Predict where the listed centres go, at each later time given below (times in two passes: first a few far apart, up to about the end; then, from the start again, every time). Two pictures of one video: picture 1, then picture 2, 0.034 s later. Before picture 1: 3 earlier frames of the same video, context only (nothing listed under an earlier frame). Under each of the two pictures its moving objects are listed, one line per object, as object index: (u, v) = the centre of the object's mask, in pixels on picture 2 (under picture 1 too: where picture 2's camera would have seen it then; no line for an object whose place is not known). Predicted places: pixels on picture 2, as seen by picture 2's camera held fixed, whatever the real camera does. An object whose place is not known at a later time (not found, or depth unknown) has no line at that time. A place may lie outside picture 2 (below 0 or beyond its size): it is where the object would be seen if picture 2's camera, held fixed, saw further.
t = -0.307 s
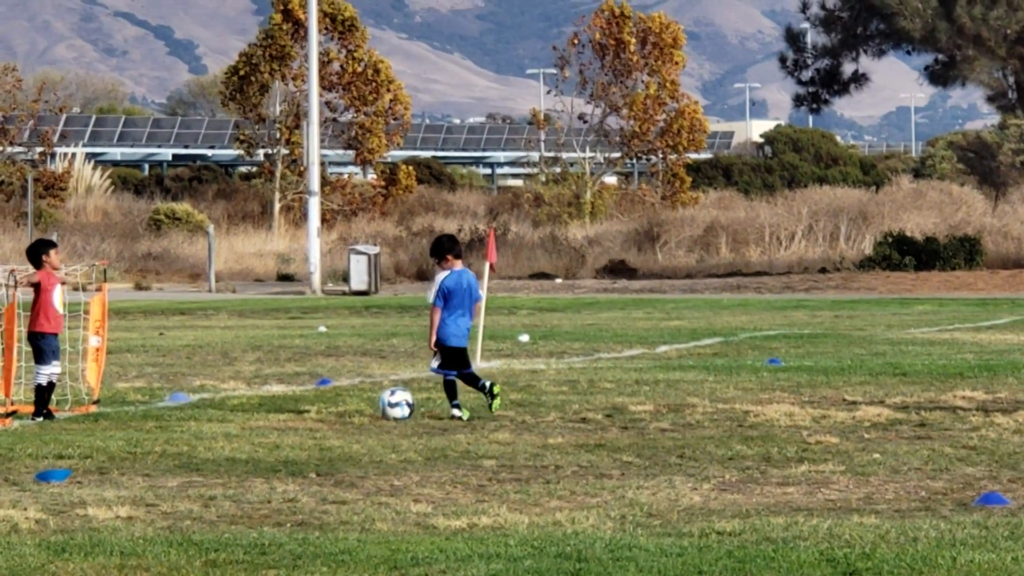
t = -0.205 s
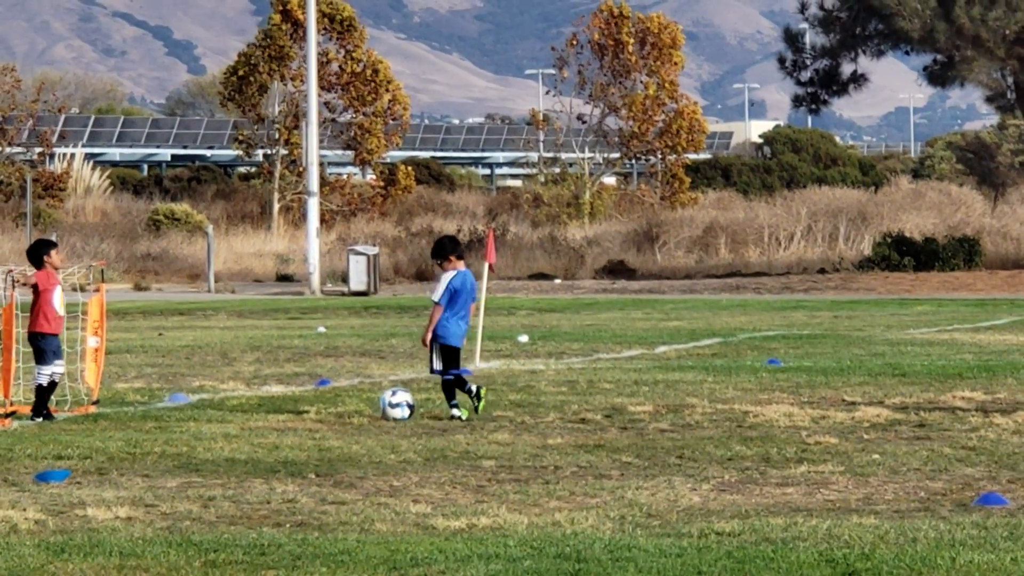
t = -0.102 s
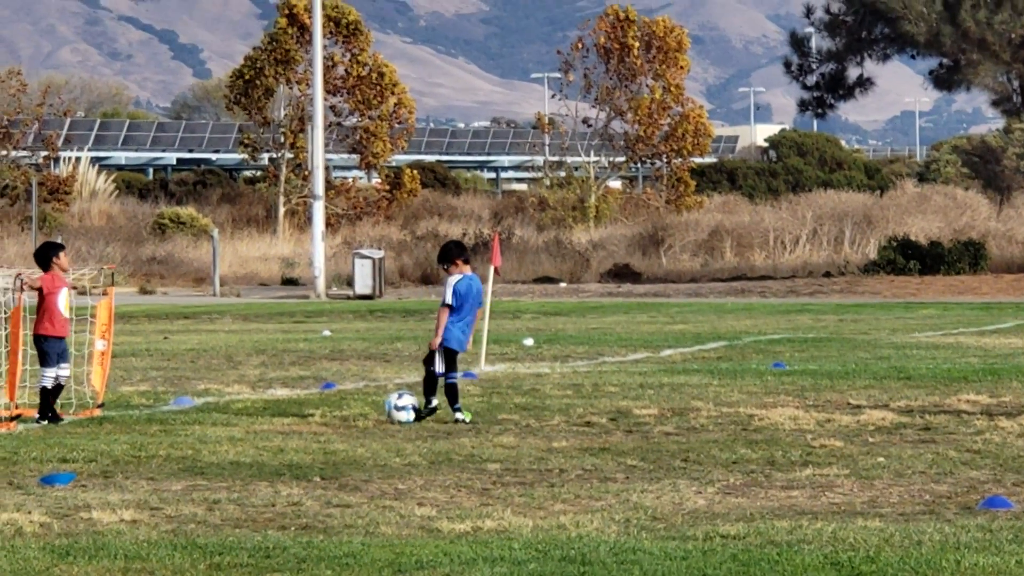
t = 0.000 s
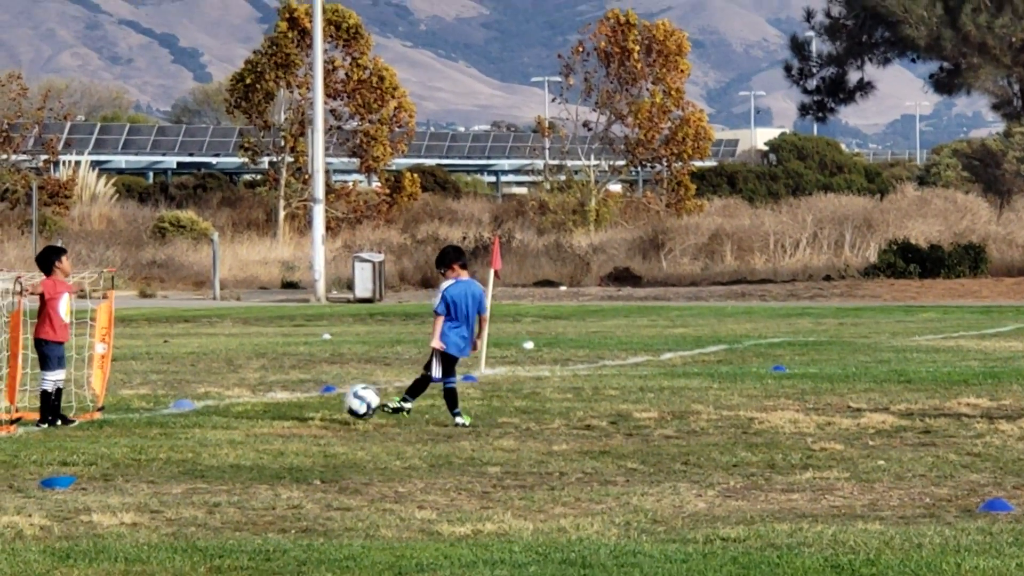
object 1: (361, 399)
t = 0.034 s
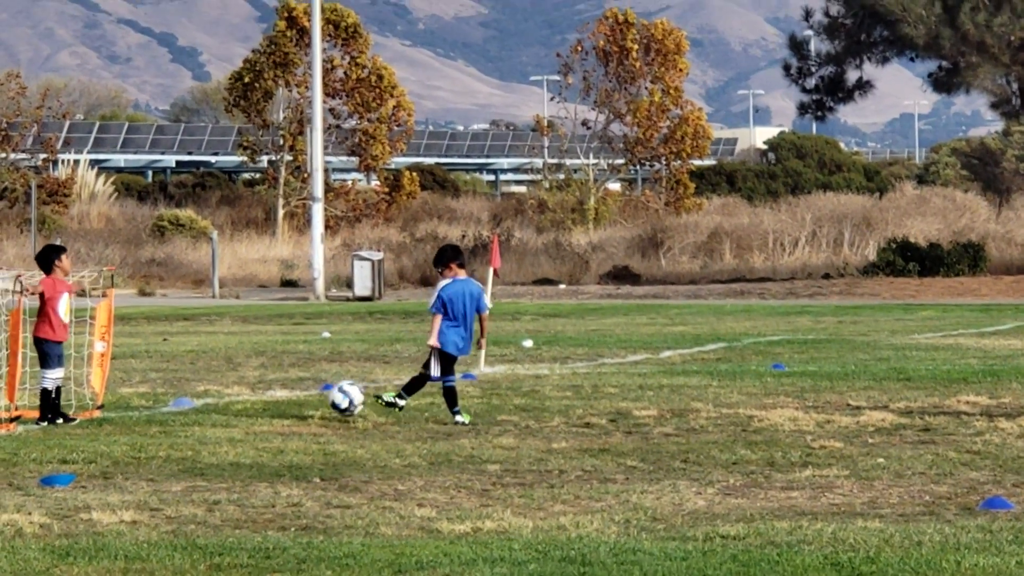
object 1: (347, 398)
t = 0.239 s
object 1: (270, 405)
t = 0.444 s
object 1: (228, 408)
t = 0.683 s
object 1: (190, 407)
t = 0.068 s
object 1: (332, 399)
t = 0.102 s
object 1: (318, 399)
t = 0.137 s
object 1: (303, 404)
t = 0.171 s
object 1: (289, 408)
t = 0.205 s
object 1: (278, 407)
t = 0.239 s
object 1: (270, 405)
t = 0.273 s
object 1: (262, 403)
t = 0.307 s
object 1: (256, 403)
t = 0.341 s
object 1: (248, 404)
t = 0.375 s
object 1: (240, 405)
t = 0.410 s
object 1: (233, 410)
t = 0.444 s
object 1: (228, 408)
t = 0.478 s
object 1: (222, 406)
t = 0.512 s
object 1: (216, 406)
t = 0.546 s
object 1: (210, 407)
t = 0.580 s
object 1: (205, 408)
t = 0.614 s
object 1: (200, 407)
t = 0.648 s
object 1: (195, 407)
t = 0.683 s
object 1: (190, 407)
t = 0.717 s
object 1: (185, 406)
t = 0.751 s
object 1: (181, 406)
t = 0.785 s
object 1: (176, 406)
